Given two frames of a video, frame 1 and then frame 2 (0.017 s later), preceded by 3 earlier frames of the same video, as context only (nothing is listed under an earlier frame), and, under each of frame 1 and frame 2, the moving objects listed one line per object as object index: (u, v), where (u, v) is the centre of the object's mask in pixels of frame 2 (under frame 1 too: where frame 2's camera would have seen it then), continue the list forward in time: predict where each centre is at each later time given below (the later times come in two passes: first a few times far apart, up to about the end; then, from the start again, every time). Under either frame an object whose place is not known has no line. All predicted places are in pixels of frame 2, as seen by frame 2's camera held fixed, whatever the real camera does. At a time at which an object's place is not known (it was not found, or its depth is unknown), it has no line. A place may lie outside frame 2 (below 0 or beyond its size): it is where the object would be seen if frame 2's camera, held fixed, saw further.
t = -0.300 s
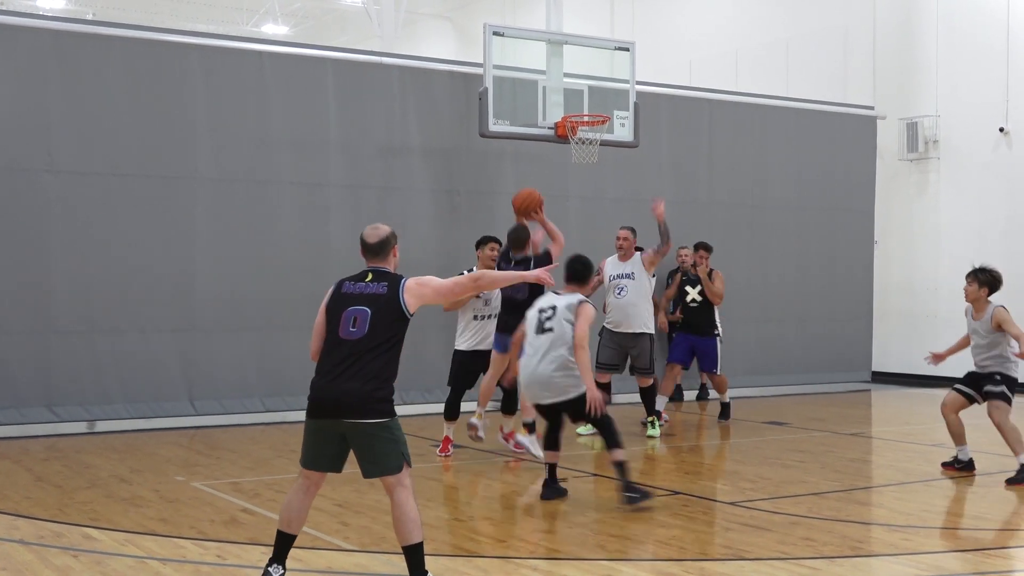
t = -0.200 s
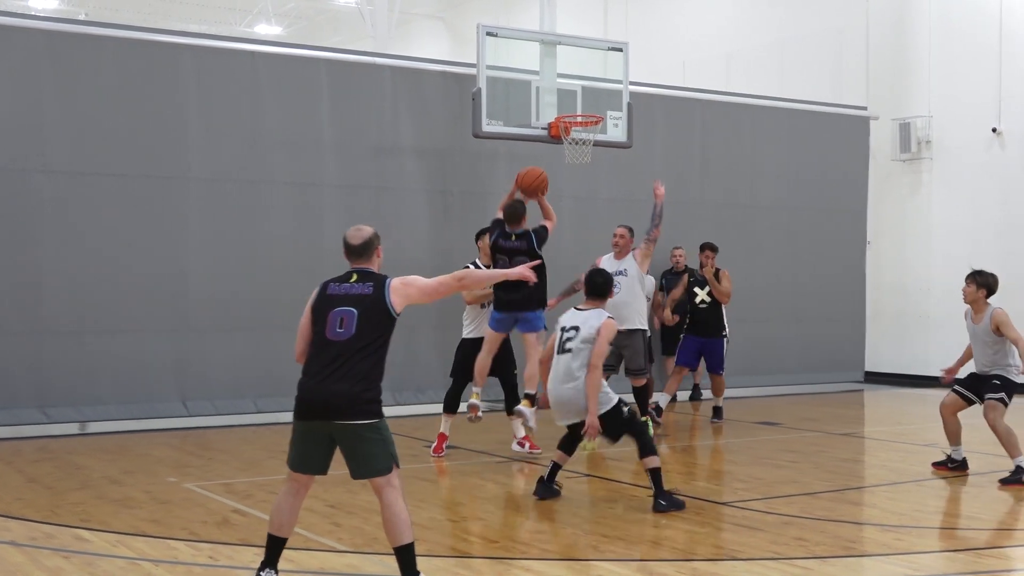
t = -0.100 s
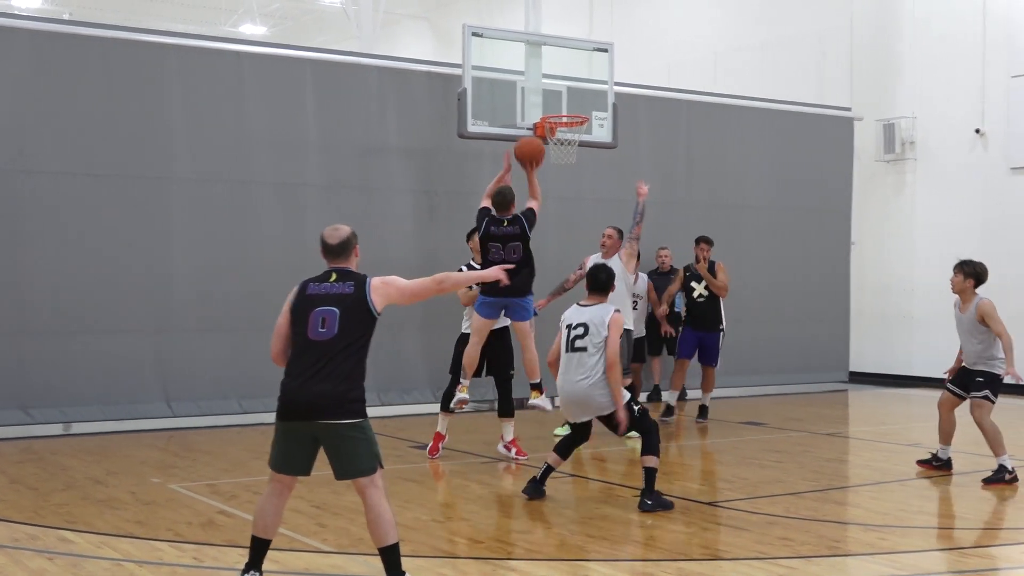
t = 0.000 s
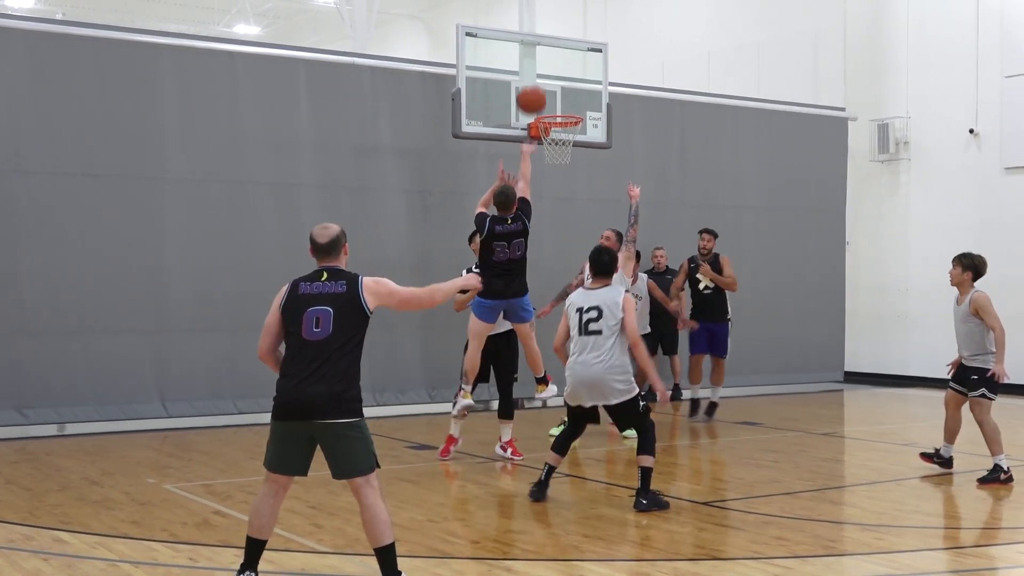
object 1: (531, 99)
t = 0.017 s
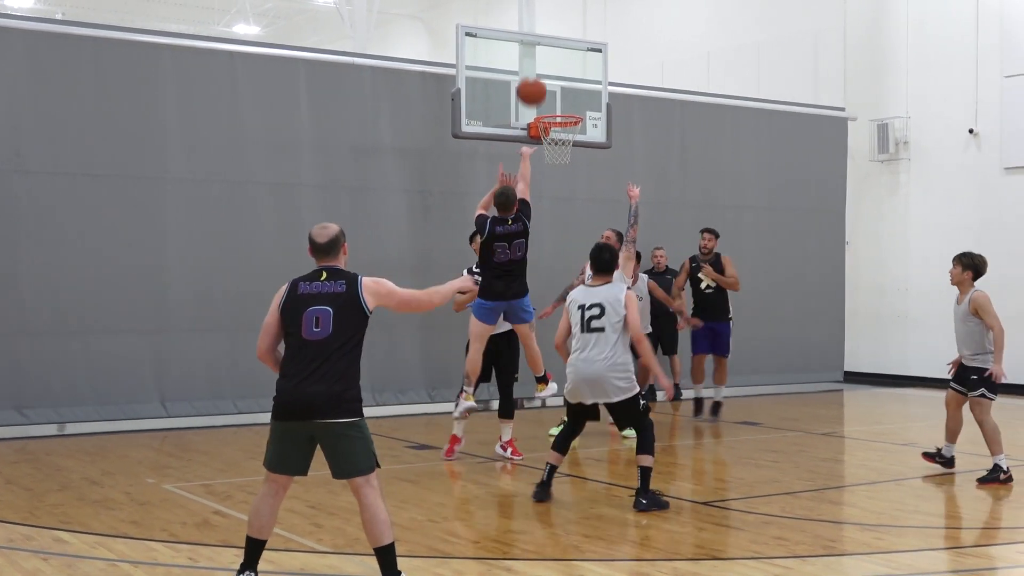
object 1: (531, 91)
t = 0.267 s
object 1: (542, 10)
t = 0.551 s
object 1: (551, 9)
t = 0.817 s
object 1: (558, 77)
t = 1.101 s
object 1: (565, 175)
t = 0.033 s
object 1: (532, 83)
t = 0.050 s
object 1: (533, 75)
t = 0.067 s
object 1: (533, 67)
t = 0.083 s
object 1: (534, 60)
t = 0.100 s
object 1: (535, 53)
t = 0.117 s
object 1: (536, 47)
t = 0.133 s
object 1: (536, 41)
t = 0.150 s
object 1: (537, 35)
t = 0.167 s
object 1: (538, 30)
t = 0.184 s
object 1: (538, 25)
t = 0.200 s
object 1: (539, 21)
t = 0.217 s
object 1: (540, 17)
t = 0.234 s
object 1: (540, 14)
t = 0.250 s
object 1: (541, 12)
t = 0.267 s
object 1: (542, 10)
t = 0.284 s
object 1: (542, 9)
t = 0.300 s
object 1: (543, 8)
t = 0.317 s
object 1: (543, 7)
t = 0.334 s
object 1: (544, 6)
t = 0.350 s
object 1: (544, 5)
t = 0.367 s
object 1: (545, 5)
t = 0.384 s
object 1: (546, 5)
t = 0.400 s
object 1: (546, 4)
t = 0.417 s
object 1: (547, 4)
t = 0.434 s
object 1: (547, 4)
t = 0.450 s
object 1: (548, 5)
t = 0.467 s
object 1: (548, 5)
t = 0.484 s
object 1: (549, 5)
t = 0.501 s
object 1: (549, 6)
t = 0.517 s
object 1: (550, 7)
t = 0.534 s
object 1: (551, 8)
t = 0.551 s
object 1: (551, 9)
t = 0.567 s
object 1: (552, 10)
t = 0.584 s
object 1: (552, 11)
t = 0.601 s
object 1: (553, 13)
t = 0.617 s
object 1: (553, 16)
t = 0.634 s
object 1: (554, 20)
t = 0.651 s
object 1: (554, 24)
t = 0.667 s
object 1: (554, 28)
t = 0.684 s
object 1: (555, 32)
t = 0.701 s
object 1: (555, 37)
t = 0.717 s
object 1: (556, 42)
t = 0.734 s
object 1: (556, 47)
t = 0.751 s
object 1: (557, 53)
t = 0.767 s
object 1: (557, 58)
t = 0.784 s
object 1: (558, 64)
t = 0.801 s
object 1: (558, 70)
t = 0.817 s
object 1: (558, 77)
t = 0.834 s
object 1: (559, 84)
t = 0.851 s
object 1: (559, 90)
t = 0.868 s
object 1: (559, 97)
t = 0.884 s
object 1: (560, 104)
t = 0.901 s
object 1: (560, 109)
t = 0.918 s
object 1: (560, 120)
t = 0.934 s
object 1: (561, 127)
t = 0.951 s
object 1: (562, 134)
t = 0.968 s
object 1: (562, 144)
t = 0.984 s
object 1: (562, 148)
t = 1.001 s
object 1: (562, 151)
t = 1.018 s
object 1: (563, 154)
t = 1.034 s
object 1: (563, 158)
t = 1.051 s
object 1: (564, 162)
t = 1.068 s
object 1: (564, 166)
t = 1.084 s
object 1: (565, 170)
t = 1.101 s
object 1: (565, 175)
